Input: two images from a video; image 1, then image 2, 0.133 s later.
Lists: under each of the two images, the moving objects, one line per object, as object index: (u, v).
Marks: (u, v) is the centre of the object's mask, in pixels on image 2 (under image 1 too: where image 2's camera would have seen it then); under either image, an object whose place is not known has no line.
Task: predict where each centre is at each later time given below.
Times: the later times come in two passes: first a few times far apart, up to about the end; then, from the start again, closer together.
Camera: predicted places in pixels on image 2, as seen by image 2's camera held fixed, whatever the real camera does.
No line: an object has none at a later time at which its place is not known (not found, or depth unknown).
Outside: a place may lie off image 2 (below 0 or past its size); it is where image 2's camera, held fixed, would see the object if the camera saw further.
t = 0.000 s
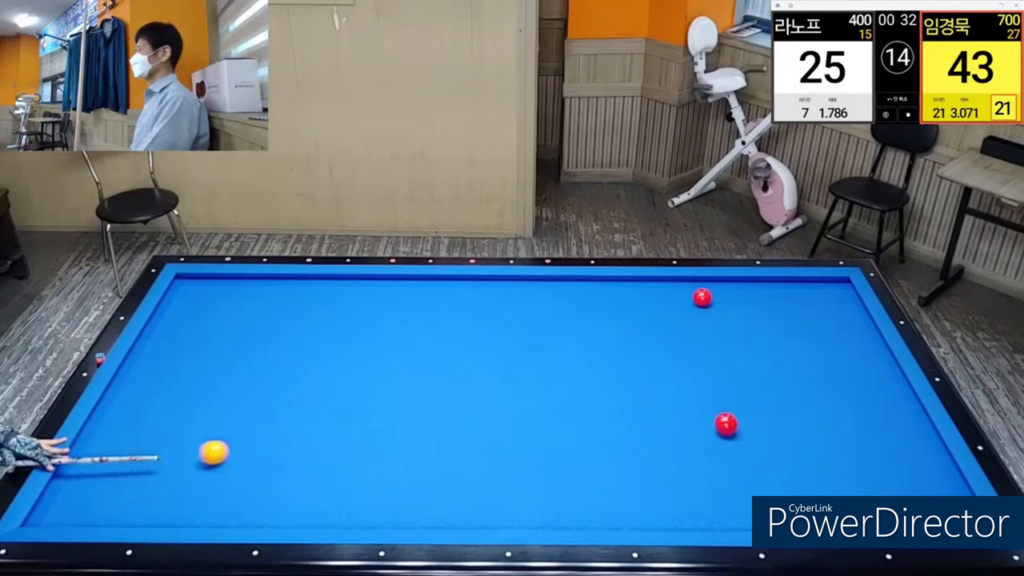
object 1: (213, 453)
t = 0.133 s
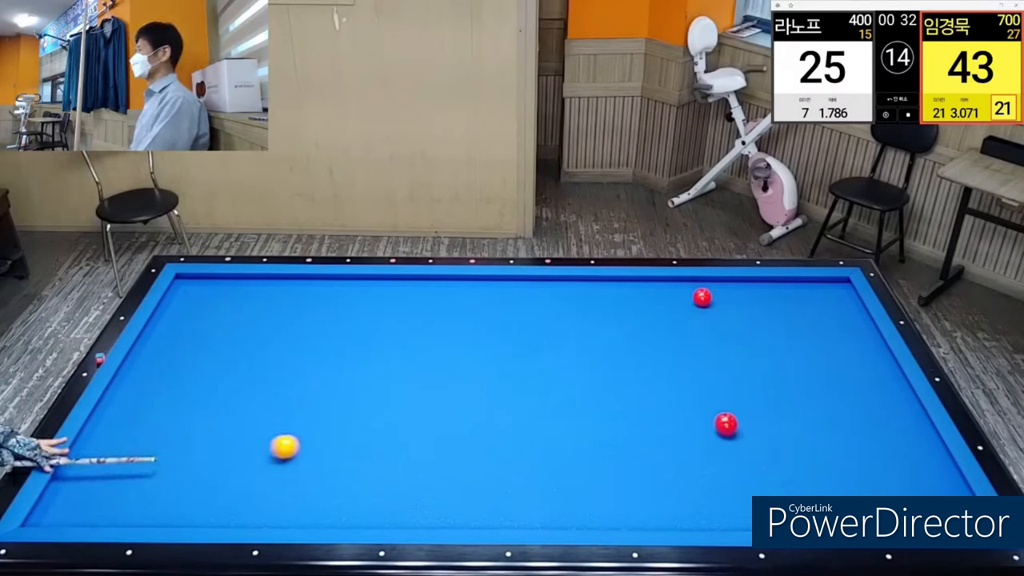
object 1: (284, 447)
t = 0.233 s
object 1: (336, 443)
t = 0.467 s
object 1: (451, 433)
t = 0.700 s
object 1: (561, 424)
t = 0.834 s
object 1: (622, 420)
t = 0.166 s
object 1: (301, 446)
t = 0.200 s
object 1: (318, 444)
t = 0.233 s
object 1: (336, 443)
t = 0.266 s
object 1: (352, 441)
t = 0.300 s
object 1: (369, 440)
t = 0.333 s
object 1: (386, 439)
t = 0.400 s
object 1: (419, 436)
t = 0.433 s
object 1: (434, 434)
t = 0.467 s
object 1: (451, 433)
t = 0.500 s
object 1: (467, 432)
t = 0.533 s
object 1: (483, 430)
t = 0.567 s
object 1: (498, 429)
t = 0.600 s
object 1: (514, 428)
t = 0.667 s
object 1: (546, 425)
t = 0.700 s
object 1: (561, 424)
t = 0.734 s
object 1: (576, 423)
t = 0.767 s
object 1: (592, 422)
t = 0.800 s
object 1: (607, 421)
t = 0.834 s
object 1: (622, 420)
